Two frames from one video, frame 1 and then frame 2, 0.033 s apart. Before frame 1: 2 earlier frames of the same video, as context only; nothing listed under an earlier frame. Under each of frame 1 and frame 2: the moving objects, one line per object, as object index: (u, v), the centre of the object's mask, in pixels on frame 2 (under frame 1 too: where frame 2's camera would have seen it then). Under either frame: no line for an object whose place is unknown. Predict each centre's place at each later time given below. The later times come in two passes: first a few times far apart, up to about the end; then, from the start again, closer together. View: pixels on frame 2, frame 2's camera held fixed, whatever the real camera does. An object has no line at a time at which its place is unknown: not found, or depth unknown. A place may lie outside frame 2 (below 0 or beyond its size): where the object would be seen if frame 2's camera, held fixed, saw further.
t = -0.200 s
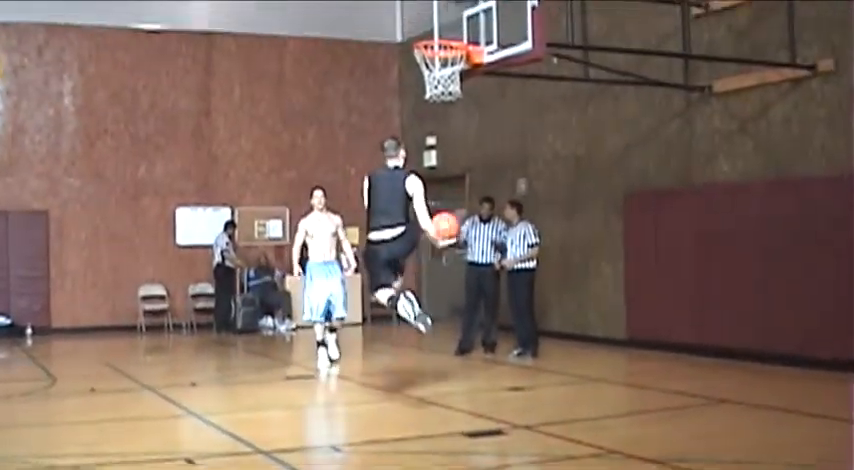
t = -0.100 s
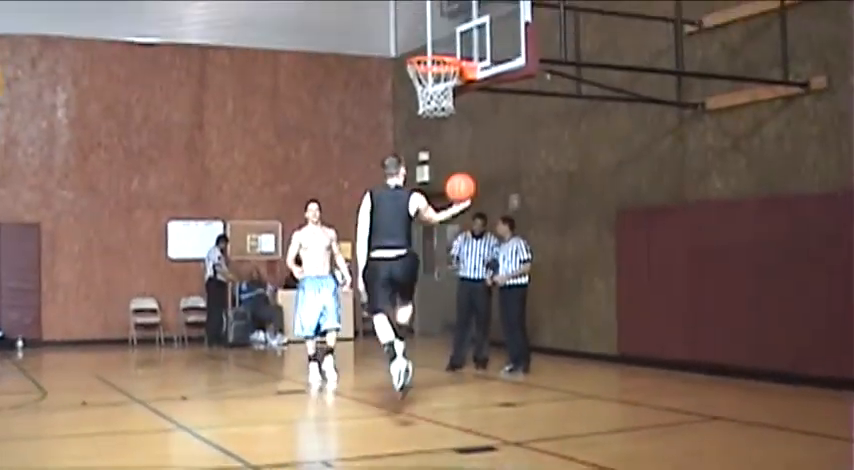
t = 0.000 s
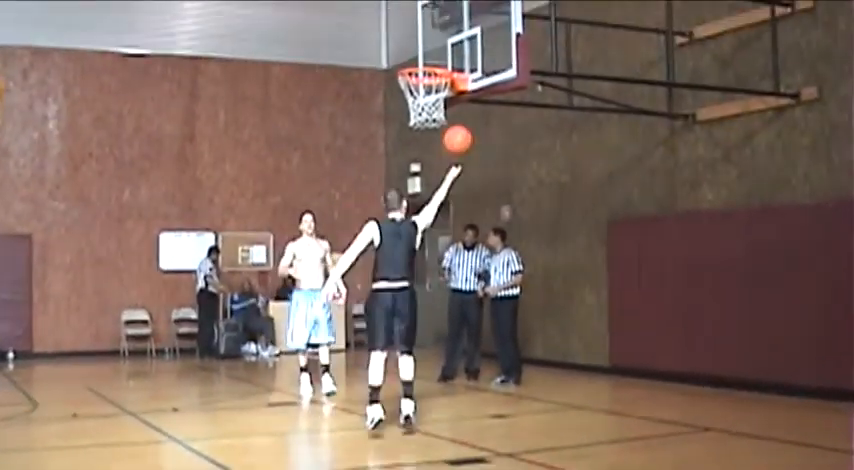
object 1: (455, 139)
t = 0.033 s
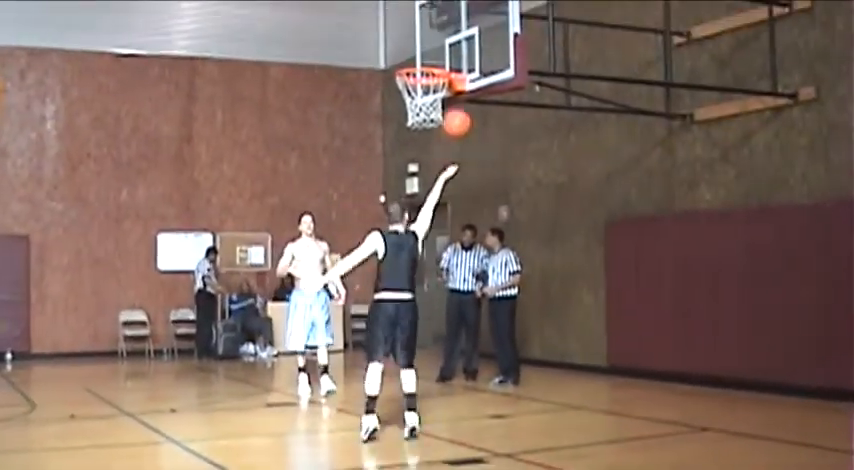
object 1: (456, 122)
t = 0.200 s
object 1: (462, 62)
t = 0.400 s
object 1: (448, 34)
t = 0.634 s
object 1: (416, 56)
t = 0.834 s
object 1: (438, 105)
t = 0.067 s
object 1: (457, 108)
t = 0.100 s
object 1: (458, 94)
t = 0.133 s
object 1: (459, 82)
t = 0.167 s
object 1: (461, 71)
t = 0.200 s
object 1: (462, 62)
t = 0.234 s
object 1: (463, 55)
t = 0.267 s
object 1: (464, 49)
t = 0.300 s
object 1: (462, 43)
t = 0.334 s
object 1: (456, 38)
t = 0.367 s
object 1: (453, 36)
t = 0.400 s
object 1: (448, 34)
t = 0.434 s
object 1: (444, 34)
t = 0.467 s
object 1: (438, 34)
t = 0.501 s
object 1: (435, 36)
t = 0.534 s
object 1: (430, 40)
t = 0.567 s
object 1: (425, 45)
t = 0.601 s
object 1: (420, 51)
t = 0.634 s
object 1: (416, 56)
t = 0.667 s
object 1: (410, 61)
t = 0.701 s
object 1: (408, 64)
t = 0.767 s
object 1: (422, 86)
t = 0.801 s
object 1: (431, 89)
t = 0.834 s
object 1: (438, 105)
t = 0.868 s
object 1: (443, 111)
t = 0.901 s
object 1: (444, 115)
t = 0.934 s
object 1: (445, 120)
